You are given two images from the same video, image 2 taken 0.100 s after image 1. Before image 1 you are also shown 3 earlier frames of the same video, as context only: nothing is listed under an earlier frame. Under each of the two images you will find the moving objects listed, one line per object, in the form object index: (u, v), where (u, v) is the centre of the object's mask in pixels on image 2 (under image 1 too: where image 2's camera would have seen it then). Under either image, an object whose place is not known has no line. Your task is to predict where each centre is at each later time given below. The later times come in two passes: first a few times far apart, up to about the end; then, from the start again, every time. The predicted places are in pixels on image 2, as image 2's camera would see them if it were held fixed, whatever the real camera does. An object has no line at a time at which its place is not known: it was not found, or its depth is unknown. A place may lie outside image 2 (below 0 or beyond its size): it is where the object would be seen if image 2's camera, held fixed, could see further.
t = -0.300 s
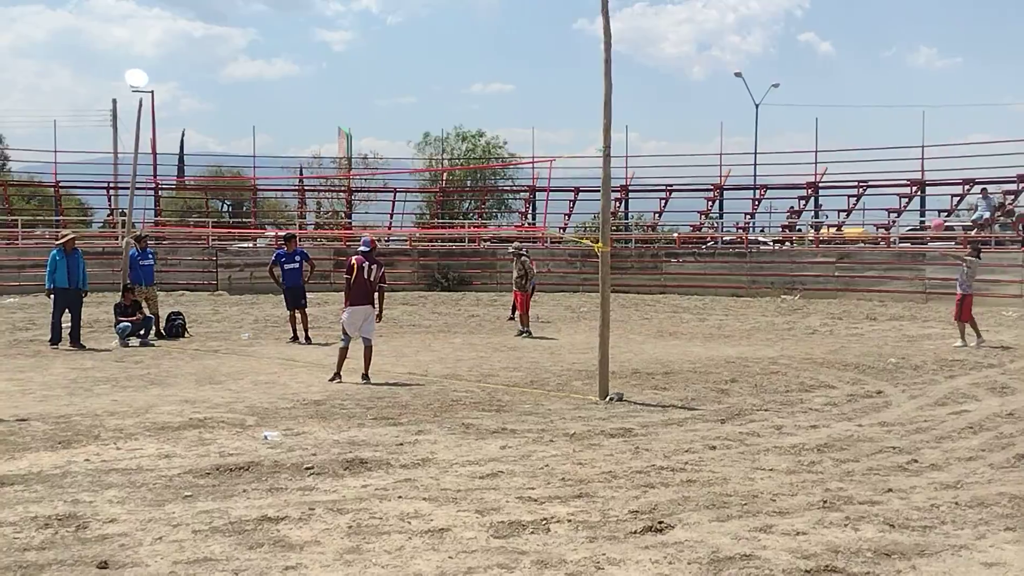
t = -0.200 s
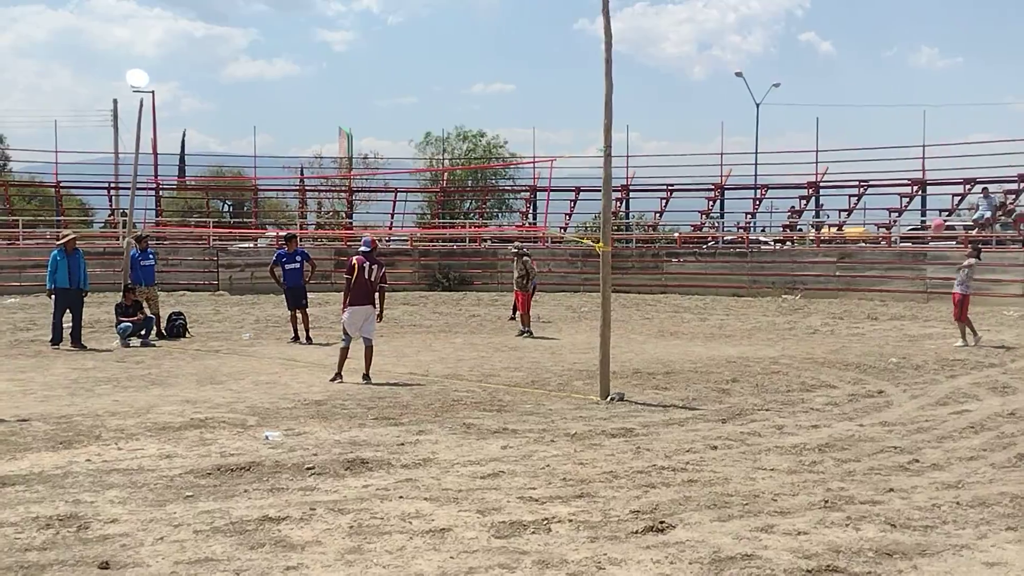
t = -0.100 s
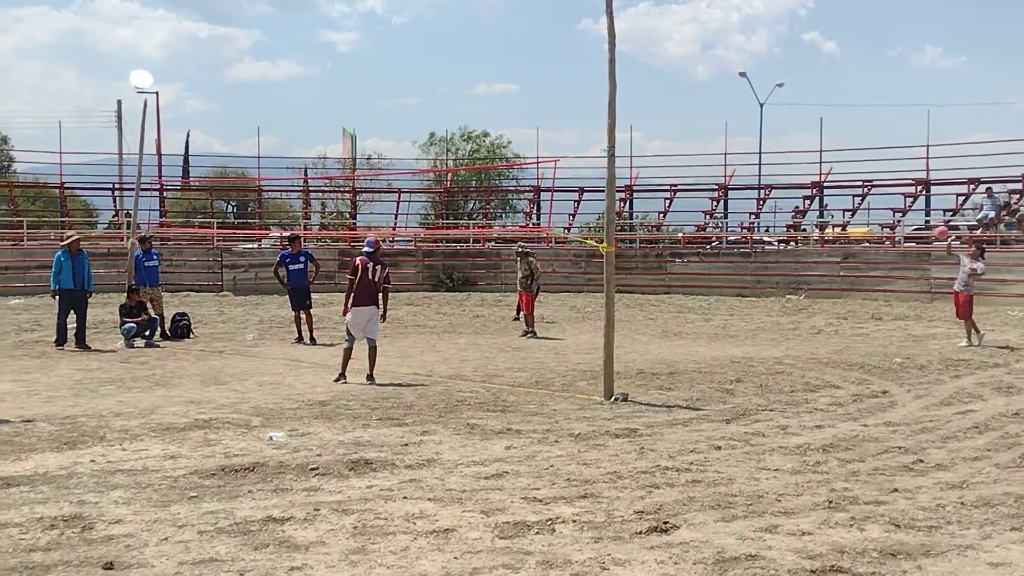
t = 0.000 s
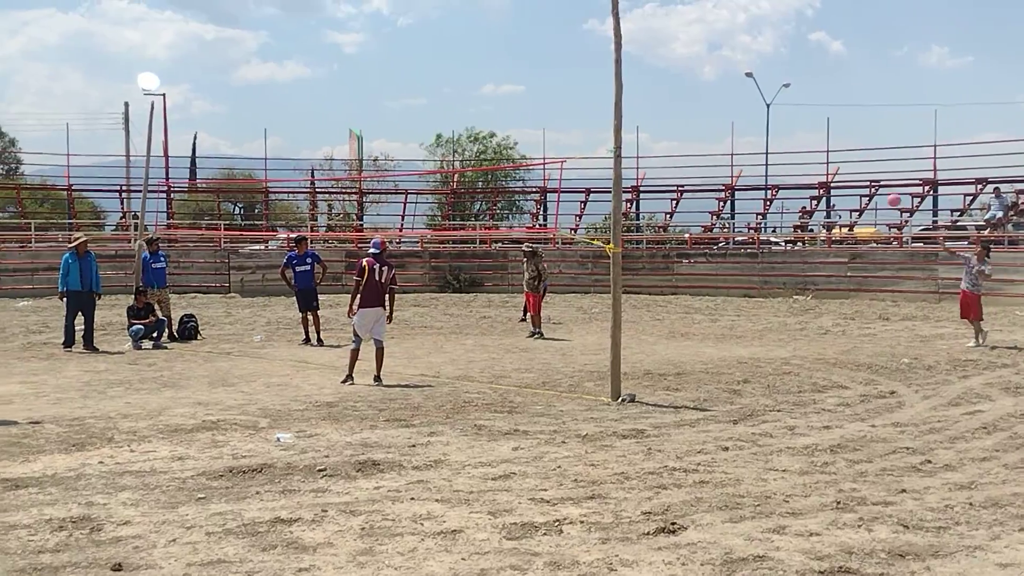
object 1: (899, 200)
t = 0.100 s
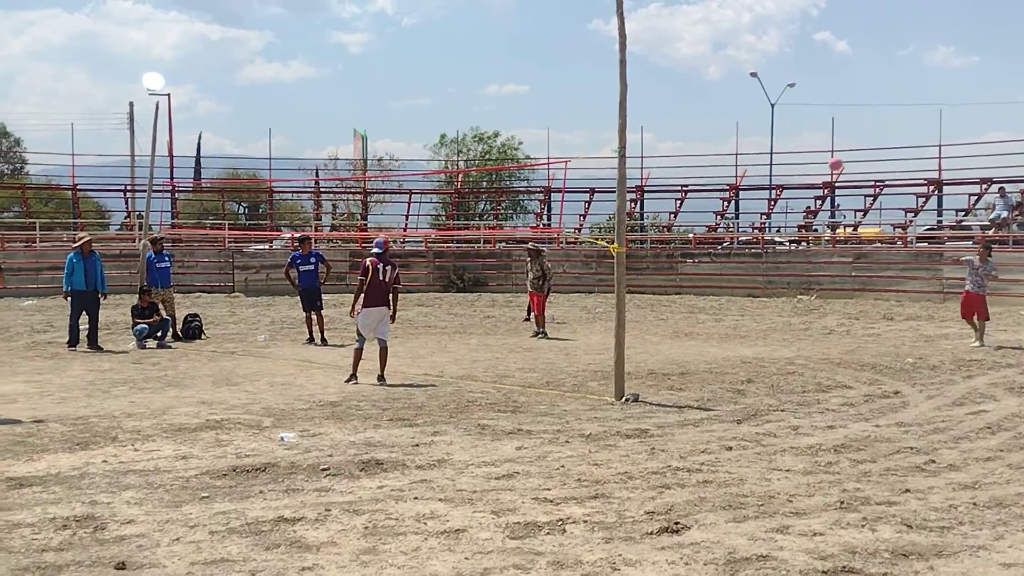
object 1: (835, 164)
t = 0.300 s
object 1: (705, 102)
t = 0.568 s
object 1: (525, 47)
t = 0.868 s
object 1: (308, 28)
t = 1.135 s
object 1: (90, 62)
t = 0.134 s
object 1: (814, 153)
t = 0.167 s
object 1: (792, 141)
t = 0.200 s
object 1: (771, 131)
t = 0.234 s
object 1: (749, 120)
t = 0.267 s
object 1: (727, 111)
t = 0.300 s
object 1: (705, 102)
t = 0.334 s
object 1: (683, 93)
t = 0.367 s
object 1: (661, 85)
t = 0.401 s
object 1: (639, 77)
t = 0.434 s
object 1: (614, 70)
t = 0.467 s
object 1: (594, 64)
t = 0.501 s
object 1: (571, 58)
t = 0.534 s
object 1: (548, 52)
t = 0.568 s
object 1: (525, 47)
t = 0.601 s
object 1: (501, 42)
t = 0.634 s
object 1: (478, 38)
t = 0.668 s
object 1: (454, 34)
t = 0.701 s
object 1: (430, 31)
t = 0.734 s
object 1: (406, 29)
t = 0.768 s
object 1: (382, 28)
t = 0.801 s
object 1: (357, 27)
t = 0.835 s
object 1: (332, 27)
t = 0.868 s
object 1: (308, 28)
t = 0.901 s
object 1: (283, 29)
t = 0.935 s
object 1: (257, 32)
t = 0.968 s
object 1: (231, 35)
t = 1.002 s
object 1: (204, 39)
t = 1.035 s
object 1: (176, 43)
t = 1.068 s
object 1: (148, 49)
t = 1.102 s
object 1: (119, 56)
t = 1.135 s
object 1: (90, 62)
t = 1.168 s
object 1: (60, 72)
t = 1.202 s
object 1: (31, 81)
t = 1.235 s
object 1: (0, 92)
